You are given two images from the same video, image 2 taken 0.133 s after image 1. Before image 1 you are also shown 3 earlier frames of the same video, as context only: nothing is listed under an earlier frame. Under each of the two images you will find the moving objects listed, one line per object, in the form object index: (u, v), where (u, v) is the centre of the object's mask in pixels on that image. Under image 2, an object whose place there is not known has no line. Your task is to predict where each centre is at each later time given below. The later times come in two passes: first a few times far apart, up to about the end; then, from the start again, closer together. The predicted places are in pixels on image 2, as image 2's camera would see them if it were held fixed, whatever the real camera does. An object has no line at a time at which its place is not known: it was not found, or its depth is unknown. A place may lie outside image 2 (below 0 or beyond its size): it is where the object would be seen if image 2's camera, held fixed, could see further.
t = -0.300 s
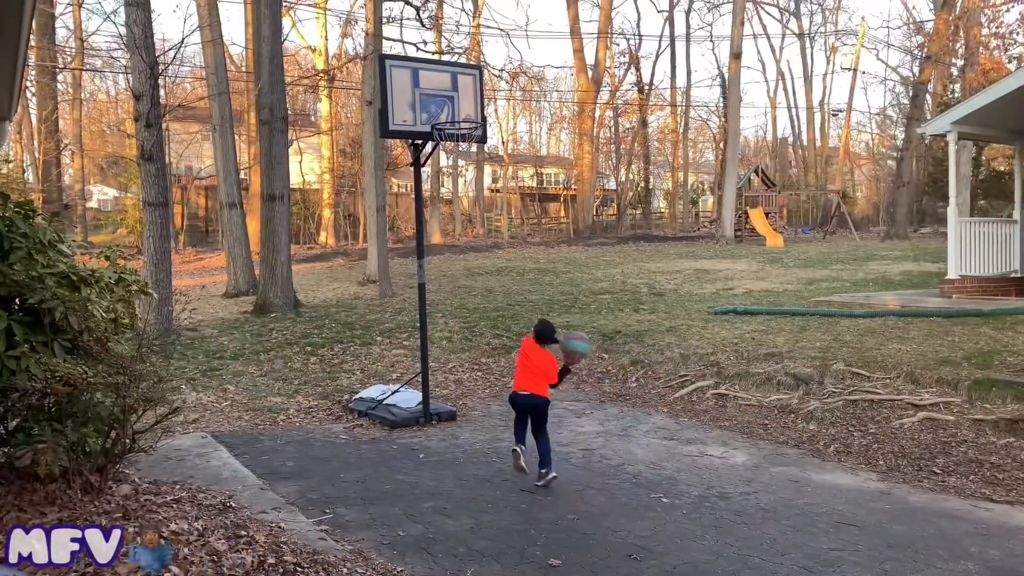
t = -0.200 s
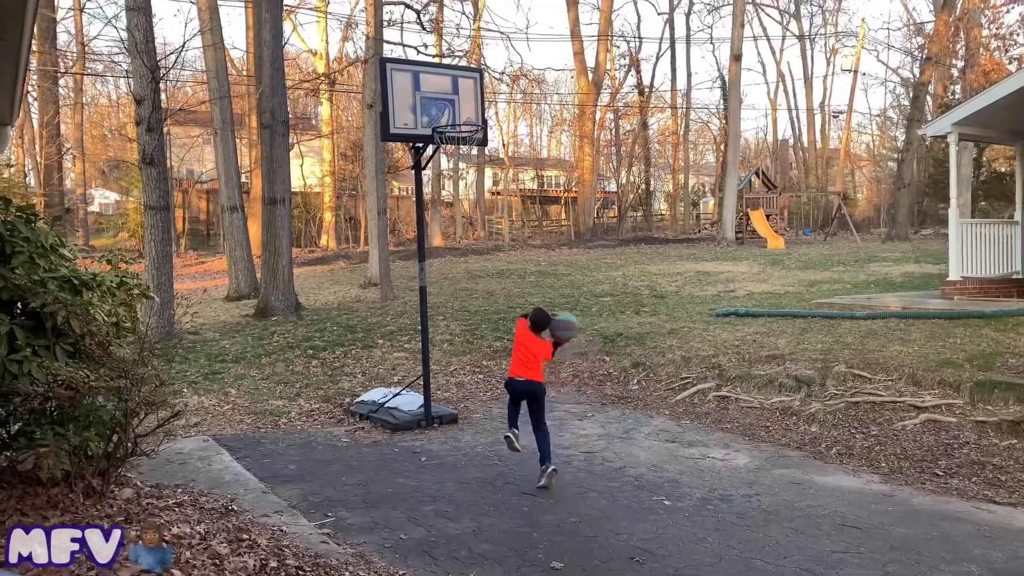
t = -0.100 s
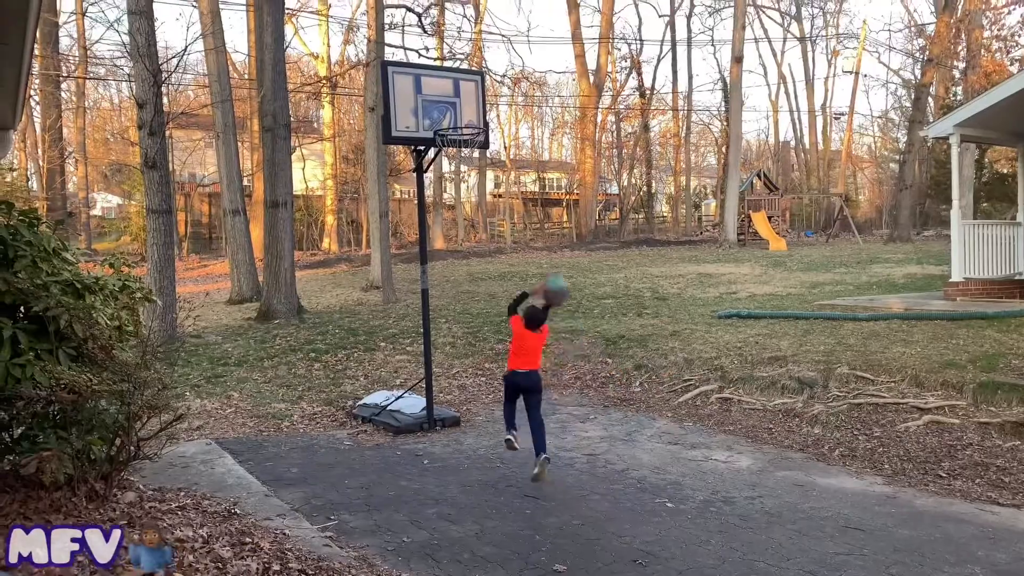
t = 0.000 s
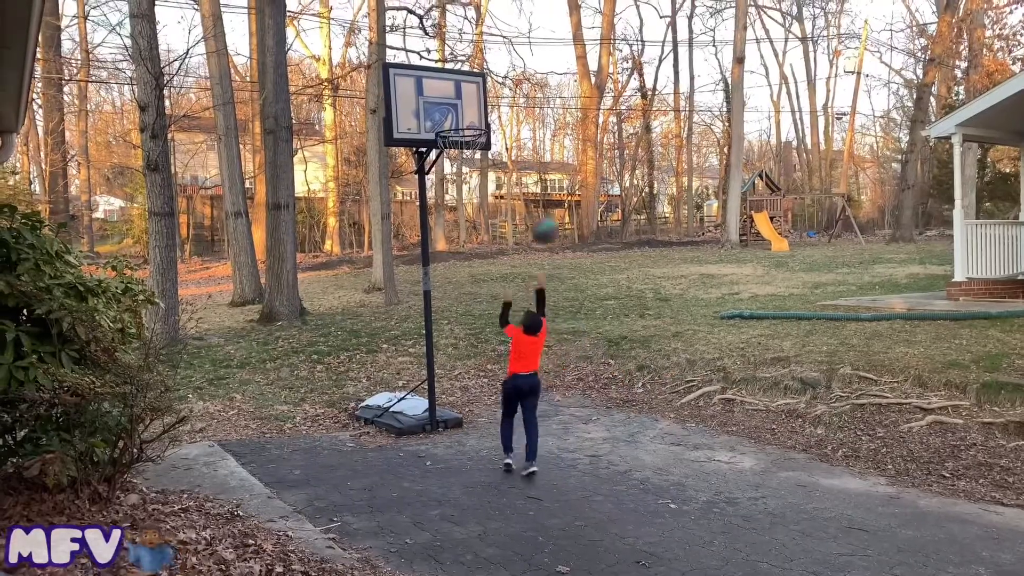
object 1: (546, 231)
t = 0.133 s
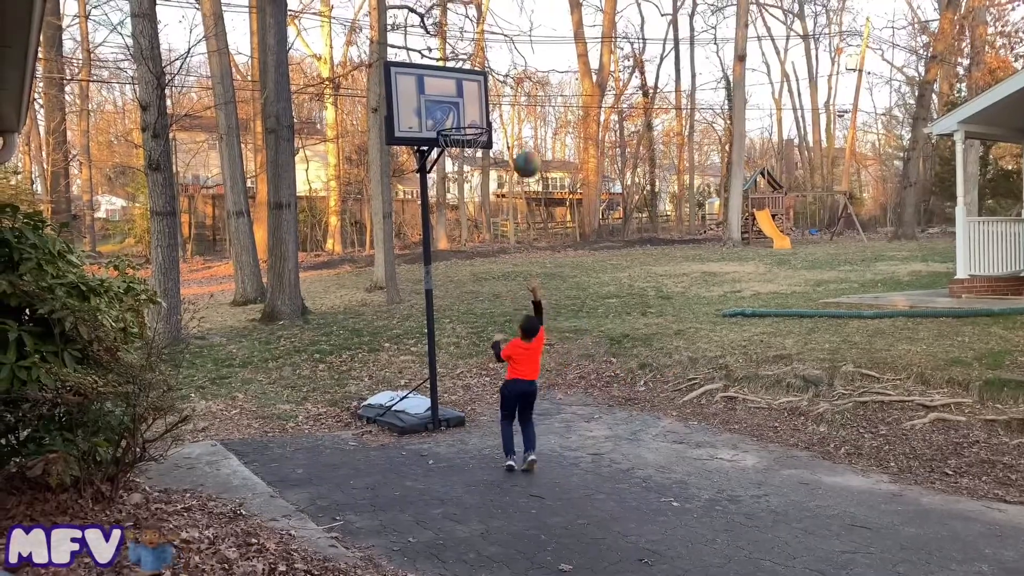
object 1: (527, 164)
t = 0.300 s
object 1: (506, 118)
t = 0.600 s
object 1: (474, 118)
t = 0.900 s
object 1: (455, 175)
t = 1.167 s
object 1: (447, 274)
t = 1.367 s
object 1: (442, 398)
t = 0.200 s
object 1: (518, 142)
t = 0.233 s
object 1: (514, 132)
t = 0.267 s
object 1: (510, 125)
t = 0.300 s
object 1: (506, 118)
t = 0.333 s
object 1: (502, 113)
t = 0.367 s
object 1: (498, 109)
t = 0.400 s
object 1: (494, 107)
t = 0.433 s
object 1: (491, 106)
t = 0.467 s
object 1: (487, 106)
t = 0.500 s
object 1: (484, 107)
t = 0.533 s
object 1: (481, 109)
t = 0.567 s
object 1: (477, 114)
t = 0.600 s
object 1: (474, 118)
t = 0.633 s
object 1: (471, 124)
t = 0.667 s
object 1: (469, 132)
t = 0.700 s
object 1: (466, 139)
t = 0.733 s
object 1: (463, 145)
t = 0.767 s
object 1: (461, 152)
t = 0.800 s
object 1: (459, 158)
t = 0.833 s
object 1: (457, 161)
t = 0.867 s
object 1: (455, 167)
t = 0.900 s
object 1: (455, 175)
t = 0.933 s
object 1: (454, 183)
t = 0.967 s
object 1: (452, 193)
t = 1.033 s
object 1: (449, 215)
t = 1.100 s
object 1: (448, 243)
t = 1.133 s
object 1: (447, 258)
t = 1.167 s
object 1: (447, 274)
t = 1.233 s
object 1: (445, 311)
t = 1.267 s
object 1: (445, 332)
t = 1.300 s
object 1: (443, 353)
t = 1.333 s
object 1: (442, 376)
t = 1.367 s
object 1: (442, 398)
